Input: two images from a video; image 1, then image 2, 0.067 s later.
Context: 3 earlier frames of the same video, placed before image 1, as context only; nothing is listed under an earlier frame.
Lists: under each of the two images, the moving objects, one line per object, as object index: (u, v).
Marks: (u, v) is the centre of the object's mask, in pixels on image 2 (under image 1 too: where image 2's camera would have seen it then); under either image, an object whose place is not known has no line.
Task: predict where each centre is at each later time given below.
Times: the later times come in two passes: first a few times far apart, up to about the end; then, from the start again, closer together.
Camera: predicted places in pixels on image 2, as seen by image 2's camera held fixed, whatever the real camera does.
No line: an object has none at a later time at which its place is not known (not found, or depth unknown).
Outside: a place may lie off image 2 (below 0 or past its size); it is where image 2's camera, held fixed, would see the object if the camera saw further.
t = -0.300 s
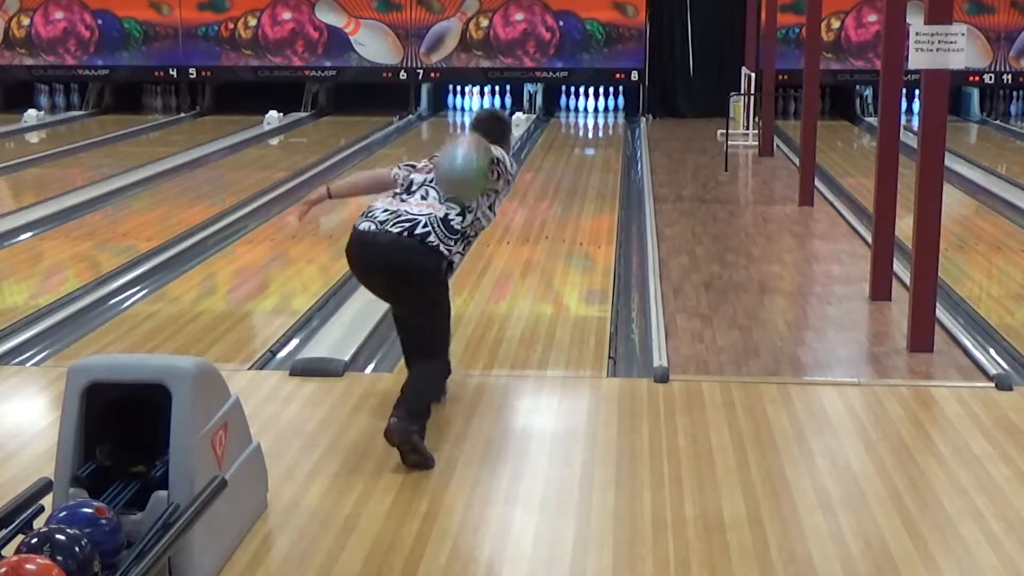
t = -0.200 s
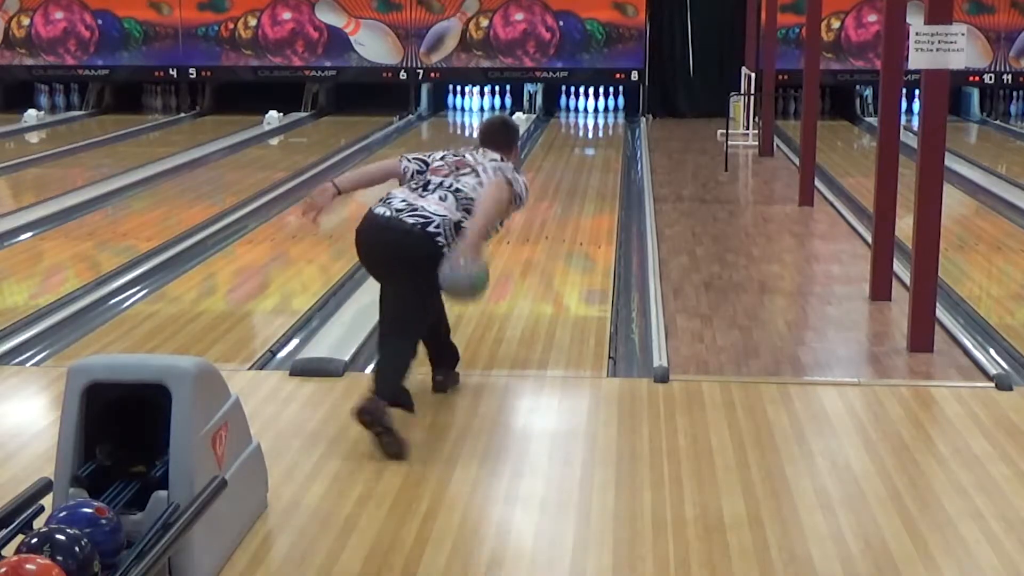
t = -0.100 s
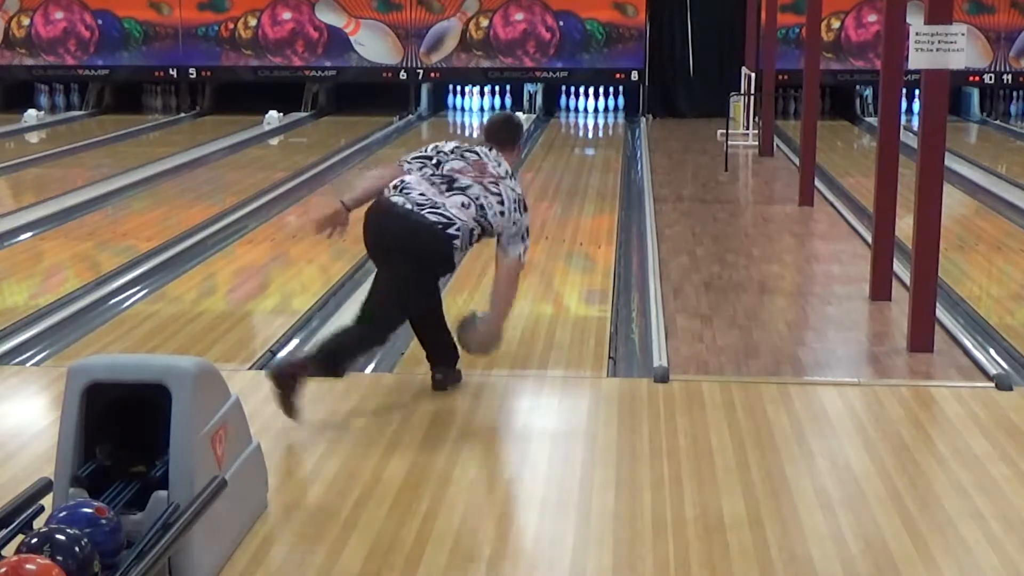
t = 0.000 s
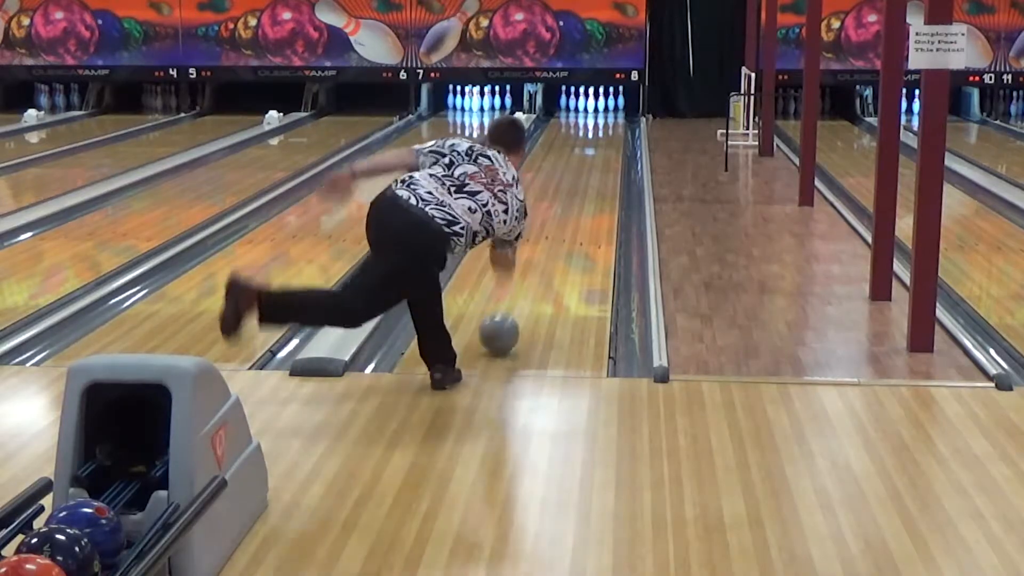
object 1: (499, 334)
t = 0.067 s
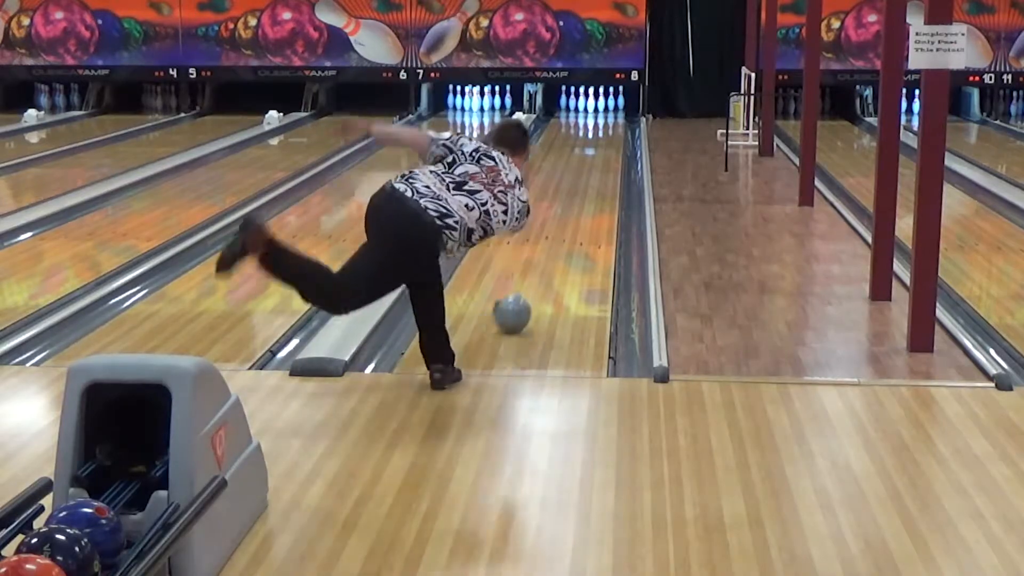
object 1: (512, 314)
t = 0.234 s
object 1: (538, 273)
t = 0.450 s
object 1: (561, 233)
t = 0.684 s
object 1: (579, 201)
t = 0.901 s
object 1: (592, 178)
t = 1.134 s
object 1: (601, 159)
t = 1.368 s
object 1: (606, 143)
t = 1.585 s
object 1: (608, 131)
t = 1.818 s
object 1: (606, 120)
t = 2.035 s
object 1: (602, 112)
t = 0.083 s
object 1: (515, 309)
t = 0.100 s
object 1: (518, 305)
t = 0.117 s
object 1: (520, 300)
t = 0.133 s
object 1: (523, 296)
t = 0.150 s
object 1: (526, 292)
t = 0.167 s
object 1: (528, 287)
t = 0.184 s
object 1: (531, 283)
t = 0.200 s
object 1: (533, 280)
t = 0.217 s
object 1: (535, 276)
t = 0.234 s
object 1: (538, 273)
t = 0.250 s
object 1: (540, 269)
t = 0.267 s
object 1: (542, 265)
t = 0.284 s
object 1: (544, 262)
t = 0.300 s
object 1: (545, 259)
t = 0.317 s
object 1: (547, 256)
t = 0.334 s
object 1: (549, 253)
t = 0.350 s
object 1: (551, 250)
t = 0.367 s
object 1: (553, 247)
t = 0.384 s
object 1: (555, 244)
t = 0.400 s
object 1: (557, 241)
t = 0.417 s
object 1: (558, 238)
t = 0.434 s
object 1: (559, 235)
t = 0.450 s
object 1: (561, 233)
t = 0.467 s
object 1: (563, 230)
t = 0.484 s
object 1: (565, 227)
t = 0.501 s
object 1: (566, 225)
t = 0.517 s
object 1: (567, 223)
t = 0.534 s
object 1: (568, 220)
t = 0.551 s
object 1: (570, 218)
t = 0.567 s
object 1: (571, 216)
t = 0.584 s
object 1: (572, 214)
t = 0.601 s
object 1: (574, 211)
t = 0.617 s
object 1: (575, 209)
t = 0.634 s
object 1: (576, 207)
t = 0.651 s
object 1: (577, 204)
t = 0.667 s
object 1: (578, 203)
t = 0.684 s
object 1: (579, 201)
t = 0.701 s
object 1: (580, 201)
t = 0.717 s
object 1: (582, 202)
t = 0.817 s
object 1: (588, 186)
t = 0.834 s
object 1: (589, 184)
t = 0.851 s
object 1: (590, 183)
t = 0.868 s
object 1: (590, 181)
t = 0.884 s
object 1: (591, 180)
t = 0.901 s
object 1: (592, 178)
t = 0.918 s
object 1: (592, 177)
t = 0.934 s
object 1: (593, 176)
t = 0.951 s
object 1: (594, 174)
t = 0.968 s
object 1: (595, 172)
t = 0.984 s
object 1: (596, 171)
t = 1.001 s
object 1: (596, 170)
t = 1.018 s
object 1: (596, 169)
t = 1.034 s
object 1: (597, 167)
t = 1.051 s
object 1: (598, 165)
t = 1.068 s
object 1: (598, 164)
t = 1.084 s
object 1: (599, 162)
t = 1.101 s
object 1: (599, 162)
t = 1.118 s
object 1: (600, 160)
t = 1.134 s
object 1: (601, 159)
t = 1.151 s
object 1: (601, 157)
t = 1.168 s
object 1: (601, 156)
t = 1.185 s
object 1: (601, 155)
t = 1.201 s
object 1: (603, 154)
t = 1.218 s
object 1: (604, 153)
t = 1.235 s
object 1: (604, 152)
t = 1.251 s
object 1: (604, 150)
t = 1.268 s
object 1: (605, 150)
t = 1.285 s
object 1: (605, 148)
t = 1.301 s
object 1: (605, 147)
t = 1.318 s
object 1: (605, 146)
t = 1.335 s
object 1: (605, 146)
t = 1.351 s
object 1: (605, 145)
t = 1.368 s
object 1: (606, 143)
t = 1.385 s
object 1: (607, 142)
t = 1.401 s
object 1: (607, 141)
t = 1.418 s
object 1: (607, 140)
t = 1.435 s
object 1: (607, 140)
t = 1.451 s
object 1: (607, 138)
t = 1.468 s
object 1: (607, 138)
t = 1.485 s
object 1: (607, 137)
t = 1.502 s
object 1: (607, 136)
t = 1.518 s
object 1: (608, 135)
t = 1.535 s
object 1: (608, 134)
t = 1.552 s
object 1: (608, 133)
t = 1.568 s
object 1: (608, 132)
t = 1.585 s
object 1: (608, 131)
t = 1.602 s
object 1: (608, 131)
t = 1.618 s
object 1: (608, 130)
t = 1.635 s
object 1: (607, 129)
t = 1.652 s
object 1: (608, 128)
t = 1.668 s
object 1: (608, 128)
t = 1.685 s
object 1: (608, 127)
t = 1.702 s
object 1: (607, 126)
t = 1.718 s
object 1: (607, 125)
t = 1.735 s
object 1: (607, 125)
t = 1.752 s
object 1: (607, 123)
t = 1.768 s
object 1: (607, 123)
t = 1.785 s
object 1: (606, 122)
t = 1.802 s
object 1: (606, 121)
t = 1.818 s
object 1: (606, 120)
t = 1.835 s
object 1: (607, 120)
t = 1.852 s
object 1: (606, 119)
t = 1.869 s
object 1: (605, 118)
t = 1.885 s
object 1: (605, 118)
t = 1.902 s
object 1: (605, 117)
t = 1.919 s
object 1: (605, 117)
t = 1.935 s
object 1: (604, 116)
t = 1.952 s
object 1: (604, 115)
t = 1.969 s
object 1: (603, 114)
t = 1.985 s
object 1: (603, 114)
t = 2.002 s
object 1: (602, 114)
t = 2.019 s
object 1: (602, 113)
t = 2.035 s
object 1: (602, 112)
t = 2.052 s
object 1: (601, 112)
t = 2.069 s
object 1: (601, 111)
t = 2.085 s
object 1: (600, 111)
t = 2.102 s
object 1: (600, 110)
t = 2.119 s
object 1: (599, 110)
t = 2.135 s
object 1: (598, 109)
